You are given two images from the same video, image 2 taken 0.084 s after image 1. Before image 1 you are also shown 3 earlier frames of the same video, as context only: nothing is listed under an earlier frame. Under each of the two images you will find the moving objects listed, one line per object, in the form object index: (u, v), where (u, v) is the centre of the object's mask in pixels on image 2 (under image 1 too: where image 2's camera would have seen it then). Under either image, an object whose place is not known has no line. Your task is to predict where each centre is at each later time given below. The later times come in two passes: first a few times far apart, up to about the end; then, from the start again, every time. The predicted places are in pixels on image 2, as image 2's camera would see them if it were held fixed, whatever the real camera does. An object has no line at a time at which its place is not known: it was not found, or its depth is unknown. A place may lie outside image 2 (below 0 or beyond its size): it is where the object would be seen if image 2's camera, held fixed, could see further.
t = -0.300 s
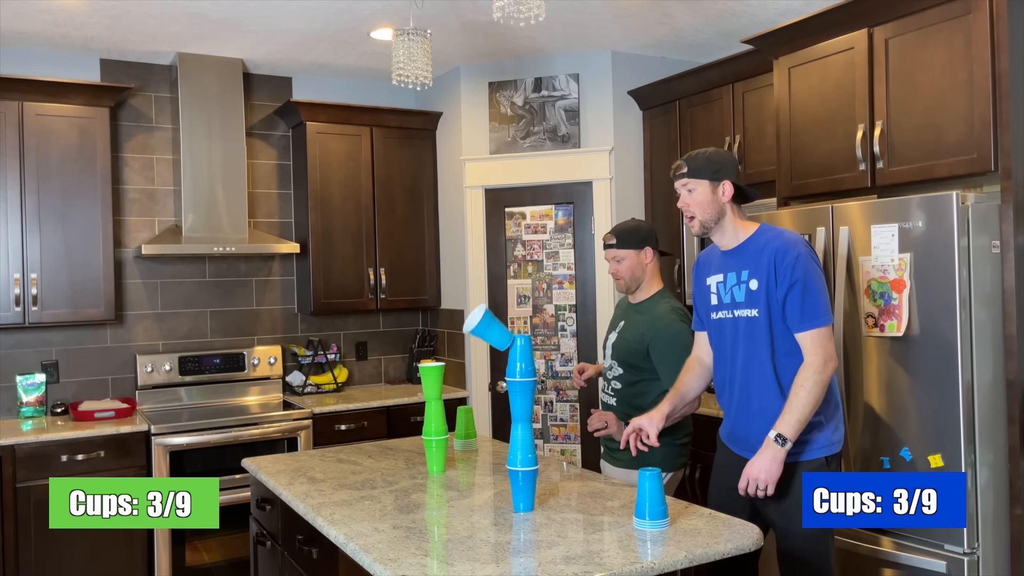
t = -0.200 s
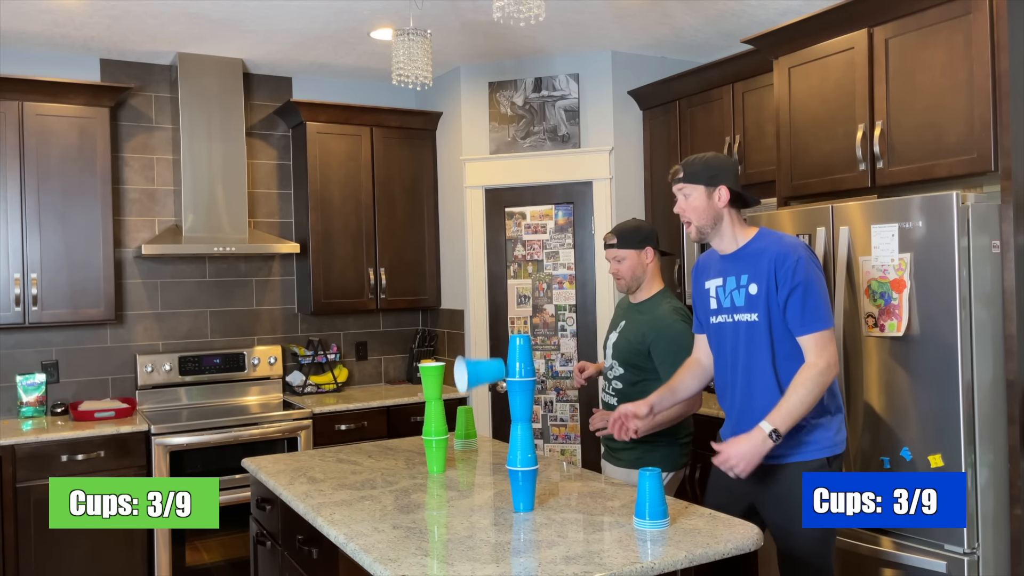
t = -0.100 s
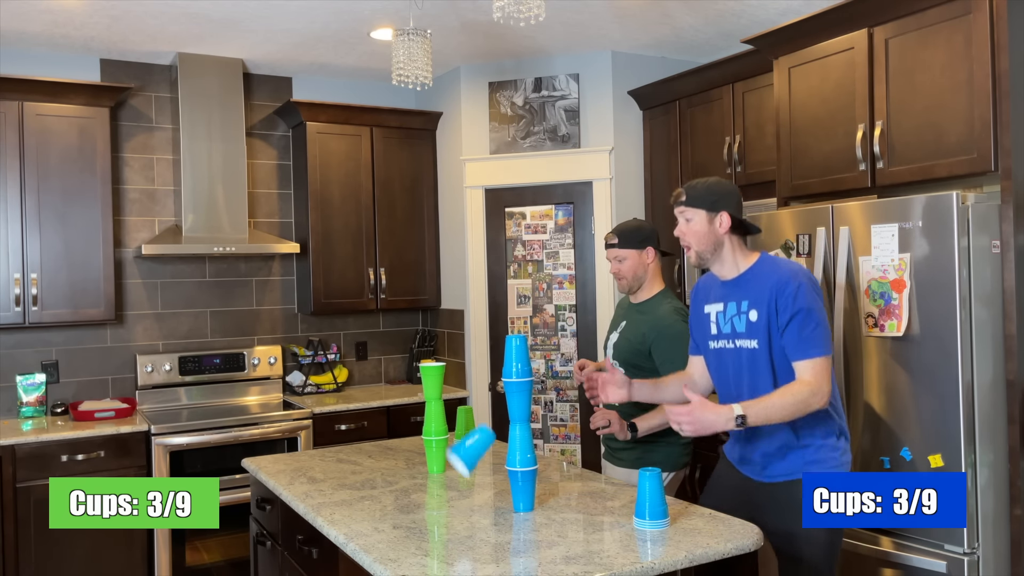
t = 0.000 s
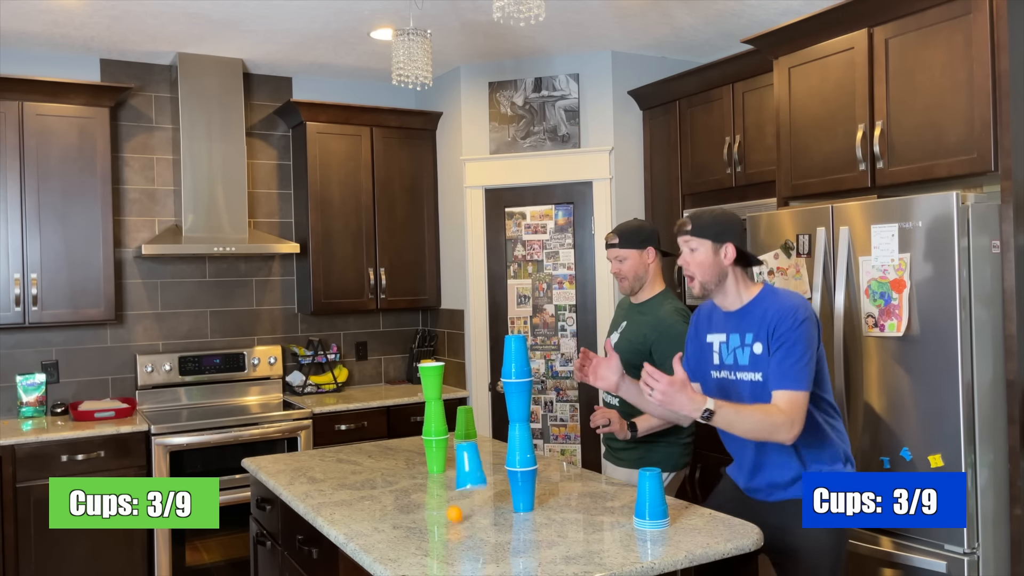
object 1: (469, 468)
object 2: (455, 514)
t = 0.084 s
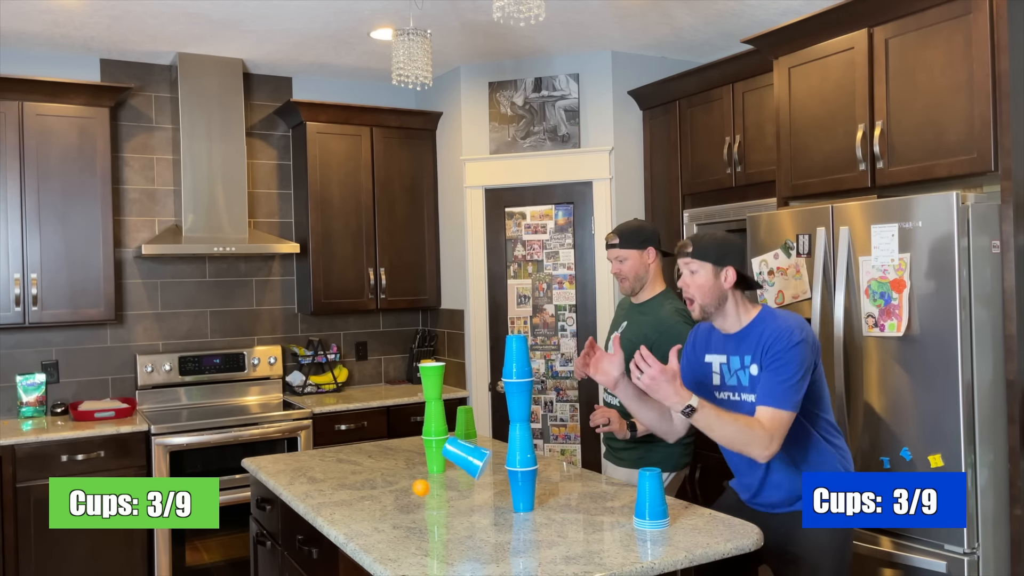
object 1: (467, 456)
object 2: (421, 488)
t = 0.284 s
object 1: (470, 472)
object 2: (334, 540)
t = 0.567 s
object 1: (475, 479)
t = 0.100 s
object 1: (467, 457)
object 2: (414, 486)
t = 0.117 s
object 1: (467, 459)
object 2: (407, 485)
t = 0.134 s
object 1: (467, 461)
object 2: (400, 484)
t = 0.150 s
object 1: (467, 465)
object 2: (393, 486)
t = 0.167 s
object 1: (467, 469)
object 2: (386, 488)
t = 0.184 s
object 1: (467, 475)
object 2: (379, 492)
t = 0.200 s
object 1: (468, 481)
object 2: (372, 496)
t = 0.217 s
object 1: (468, 484)
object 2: (364, 502)
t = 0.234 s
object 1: (468, 479)
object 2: (357, 509)
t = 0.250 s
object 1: (468, 476)
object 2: (349, 518)
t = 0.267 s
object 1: (469, 473)
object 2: (342, 528)
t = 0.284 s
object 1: (470, 472)
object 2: (334, 540)
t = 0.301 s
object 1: (470, 472)
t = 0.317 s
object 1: (471, 472)
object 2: (320, 565)
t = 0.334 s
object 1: (472, 474)
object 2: (314, 572)
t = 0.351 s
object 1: (472, 477)
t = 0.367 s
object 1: (473, 481)
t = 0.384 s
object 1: (473, 483)
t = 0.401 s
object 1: (473, 484)
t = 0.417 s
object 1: (474, 485)
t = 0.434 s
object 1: (474, 484)
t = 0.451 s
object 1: (475, 482)
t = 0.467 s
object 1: (475, 480)
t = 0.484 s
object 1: (475, 479)
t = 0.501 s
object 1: (475, 479)
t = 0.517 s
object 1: (475, 479)
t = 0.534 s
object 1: (475, 478)
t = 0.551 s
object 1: (475, 479)
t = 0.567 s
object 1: (475, 479)
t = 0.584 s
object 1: (476, 480)
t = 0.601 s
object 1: (476, 481)
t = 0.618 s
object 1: (476, 481)
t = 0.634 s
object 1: (477, 482)
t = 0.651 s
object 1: (477, 481)
